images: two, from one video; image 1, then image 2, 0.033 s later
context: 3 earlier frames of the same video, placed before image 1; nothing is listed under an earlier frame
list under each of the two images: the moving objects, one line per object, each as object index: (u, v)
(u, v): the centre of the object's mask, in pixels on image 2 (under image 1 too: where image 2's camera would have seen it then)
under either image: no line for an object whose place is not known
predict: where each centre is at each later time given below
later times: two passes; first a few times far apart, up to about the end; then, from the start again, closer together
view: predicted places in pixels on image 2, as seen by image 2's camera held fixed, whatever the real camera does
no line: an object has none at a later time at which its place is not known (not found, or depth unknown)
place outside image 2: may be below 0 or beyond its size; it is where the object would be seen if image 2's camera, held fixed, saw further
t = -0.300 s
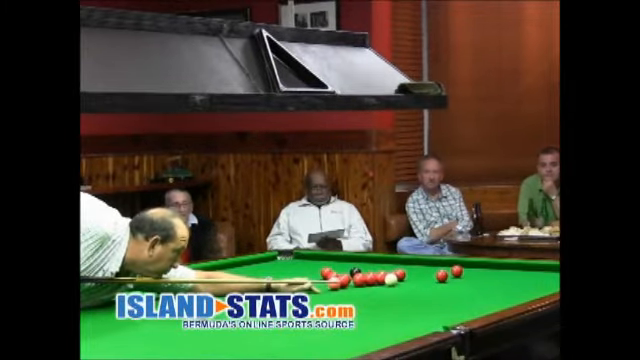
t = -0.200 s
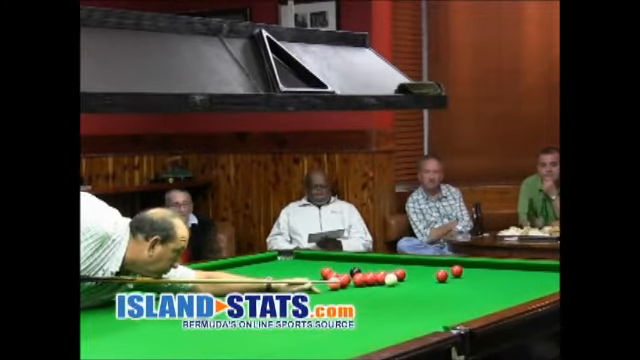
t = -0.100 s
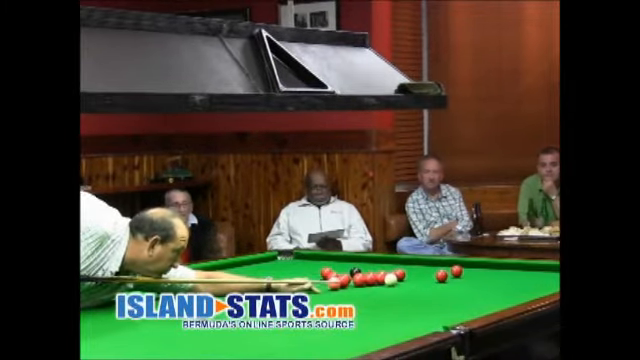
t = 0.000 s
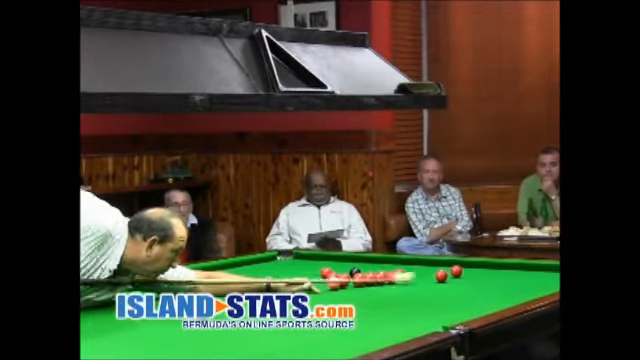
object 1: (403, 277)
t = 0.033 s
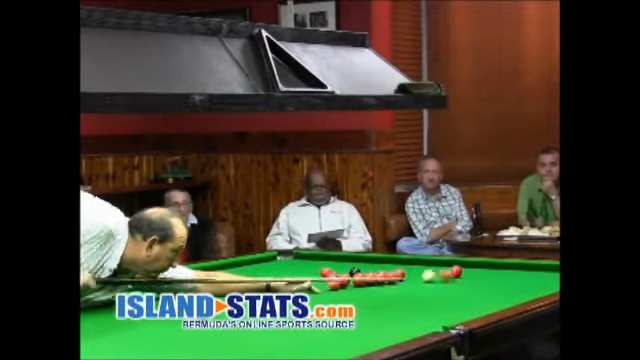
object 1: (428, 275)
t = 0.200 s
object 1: (421, 270)
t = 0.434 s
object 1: (409, 264)
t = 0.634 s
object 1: (400, 260)
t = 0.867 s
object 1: (362, 259)
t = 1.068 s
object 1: (327, 261)
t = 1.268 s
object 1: (294, 261)
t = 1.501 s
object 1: (259, 262)
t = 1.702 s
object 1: (242, 263)
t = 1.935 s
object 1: (249, 266)
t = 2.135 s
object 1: (254, 268)
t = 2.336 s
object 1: (259, 270)
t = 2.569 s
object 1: (264, 273)
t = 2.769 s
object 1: (270, 276)
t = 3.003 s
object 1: (275, 278)
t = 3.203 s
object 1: (279, 281)
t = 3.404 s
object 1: (282, 282)
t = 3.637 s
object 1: (287, 285)
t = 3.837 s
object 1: (293, 286)
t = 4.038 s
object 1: (296, 287)
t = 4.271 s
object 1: (301, 288)
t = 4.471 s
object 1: (304, 289)
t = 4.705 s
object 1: (309, 290)
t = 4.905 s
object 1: (312, 291)
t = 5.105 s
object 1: (315, 292)
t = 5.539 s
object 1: (321, 295)
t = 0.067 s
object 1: (427, 274)
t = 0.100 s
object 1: (425, 273)
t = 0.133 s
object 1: (424, 272)
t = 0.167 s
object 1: (422, 271)
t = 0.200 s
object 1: (421, 270)
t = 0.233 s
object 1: (420, 269)
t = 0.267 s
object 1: (417, 268)
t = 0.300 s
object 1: (416, 268)
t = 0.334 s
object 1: (414, 267)
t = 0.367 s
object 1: (412, 266)
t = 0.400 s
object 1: (411, 265)
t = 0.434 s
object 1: (409, 264)
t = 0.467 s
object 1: (407, 264)
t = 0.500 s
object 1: (406, 263)
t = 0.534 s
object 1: (404, 262)
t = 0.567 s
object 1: (403, 262)
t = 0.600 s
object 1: (402, 260)
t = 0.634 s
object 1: (400, 260)
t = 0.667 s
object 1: (398, 259)
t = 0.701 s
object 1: (393, 259)
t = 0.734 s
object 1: (386, 259)
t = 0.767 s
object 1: (380, 259)
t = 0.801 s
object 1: (374, 260)
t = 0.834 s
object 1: (368, 259)
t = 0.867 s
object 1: (362, 259)
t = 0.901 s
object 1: (356, 260)
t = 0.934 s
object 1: (350, 260)
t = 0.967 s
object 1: (345, 260)
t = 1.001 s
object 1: (339, 260)
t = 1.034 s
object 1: (333, 260)
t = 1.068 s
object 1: (327, 261)
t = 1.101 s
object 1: (322, 260)
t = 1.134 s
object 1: (316, 260)
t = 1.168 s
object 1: (311, 261)
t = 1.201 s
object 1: (305, 261)
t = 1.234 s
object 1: (299, 261)
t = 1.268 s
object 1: (294, 261)
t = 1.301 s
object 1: (288, 261)
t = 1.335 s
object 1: (283, 261)
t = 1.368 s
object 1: (279, 261)
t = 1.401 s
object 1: (274, 261)
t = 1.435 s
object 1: (268, 261)
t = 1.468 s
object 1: (263, 262)
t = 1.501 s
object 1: (259, 262)
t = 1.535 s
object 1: (253, 262)
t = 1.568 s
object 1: (248, 262)
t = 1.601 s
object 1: (244, 262)
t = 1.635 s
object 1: (240, 262)
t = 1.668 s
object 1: (241, 262)
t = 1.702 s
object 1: (242, 263)
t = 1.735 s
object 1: (243, 263)
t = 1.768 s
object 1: (244, 263)
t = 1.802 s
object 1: (245, 264)
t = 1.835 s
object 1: (246, 265)
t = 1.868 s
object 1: (247, 265)
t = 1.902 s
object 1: (248, 266)
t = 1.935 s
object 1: (249, 266)
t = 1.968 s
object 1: (250, 266)
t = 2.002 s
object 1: (251, 266)
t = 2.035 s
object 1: (252, 267)
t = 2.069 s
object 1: (252, 267)
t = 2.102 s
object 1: (253, 268)
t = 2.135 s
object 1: (254, 268)
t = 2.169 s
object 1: (255, 269)
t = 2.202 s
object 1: (256, 269)
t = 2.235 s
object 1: (257, 270)
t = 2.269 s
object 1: (257, 270)
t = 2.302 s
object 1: (258, 270)
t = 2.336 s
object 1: (259, 270)
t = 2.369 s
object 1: (260, 271)
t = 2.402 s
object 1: (261, 272)
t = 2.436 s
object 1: (262, 272)
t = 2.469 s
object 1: (263, 273)
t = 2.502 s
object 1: (264, 273)
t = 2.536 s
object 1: (264, 273)
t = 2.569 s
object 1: (264, 273)
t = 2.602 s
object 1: (265, 274)
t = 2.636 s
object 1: (266, 274)
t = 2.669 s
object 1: (267, 274)
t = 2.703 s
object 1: (268, 275)
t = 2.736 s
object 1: (269, 275)
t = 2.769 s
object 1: (270, 276)
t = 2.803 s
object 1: (270, 276)
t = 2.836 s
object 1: (271, 277)
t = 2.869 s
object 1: (272, 277)
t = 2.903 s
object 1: (273, 278)
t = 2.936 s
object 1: (273, 278)
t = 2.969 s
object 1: (274, 278)
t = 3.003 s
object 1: (275, 278)
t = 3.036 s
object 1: (275, 279)
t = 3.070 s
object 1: (276, 279)
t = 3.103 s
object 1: (277, 280)
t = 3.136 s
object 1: (278, 280)
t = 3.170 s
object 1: (278, 280)
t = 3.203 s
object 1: (279, 281)
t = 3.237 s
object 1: (279, 281)
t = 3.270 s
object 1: (280, 281)
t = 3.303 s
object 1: (281, 281)
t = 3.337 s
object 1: (281, 282)
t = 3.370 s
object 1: (282, 282)
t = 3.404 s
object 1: (282, 282)
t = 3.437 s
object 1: (284, 283)
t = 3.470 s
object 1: (284, 283)
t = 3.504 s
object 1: (284, 283)
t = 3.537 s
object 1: (285, 284)
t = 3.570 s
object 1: (286, 285)
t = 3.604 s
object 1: (286, 285)
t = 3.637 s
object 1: (287, 285)
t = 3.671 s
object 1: (288, 285)
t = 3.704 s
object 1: (290, 285)
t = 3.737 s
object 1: (290, 285)
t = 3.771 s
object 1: (291, 285)
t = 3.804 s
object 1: (292, 285)
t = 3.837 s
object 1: (293, 286)
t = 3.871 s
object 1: (294, 286)
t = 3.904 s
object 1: (294, 286)
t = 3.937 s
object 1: (294, 286)
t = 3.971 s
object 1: (295, 287)
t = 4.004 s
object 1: (296, 287)
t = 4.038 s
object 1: (296, 287)
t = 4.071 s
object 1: (297, 287)
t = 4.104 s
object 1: (298, 287)
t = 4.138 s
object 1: (298, 288)
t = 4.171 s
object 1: (299, 288)
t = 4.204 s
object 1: (300, 288)
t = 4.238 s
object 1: (301, 288)
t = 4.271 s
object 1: (301, 288)
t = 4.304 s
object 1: (302, 288)
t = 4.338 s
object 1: (302, 288)
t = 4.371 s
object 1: (303, 289)
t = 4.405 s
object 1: (304, 289)
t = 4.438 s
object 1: (304, 289)
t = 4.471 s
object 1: (304, 289)
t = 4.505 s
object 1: (305, 289)
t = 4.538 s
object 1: (306, 290)
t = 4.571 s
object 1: (306, 290)
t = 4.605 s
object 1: (306, 290)
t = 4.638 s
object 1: (306, 290)
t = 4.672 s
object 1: (308, 290)
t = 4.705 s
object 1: (309, 290)
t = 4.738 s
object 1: (310, 290)
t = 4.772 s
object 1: (310, 290)
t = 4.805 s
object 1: (310, 290)
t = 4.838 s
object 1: (311, 290)
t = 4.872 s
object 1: (311, 290)
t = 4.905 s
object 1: (312, 291)
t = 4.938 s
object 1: (312, 291)
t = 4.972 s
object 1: (313, 292)
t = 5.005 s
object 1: (313, 292)
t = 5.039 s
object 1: (314, 292)
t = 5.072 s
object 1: (314, 292)
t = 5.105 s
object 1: (315, 292)
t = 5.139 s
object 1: (316, 293)
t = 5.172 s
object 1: (317, 293)
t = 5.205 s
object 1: (317, 293)
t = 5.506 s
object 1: (321, 295)
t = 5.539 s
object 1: (321, 295)
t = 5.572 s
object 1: (321, 295)
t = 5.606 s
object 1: (321, 295)
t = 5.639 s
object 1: (321, 295)
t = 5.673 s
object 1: (321, 296)
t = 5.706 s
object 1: (322, 296)
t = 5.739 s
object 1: (322, 296)
